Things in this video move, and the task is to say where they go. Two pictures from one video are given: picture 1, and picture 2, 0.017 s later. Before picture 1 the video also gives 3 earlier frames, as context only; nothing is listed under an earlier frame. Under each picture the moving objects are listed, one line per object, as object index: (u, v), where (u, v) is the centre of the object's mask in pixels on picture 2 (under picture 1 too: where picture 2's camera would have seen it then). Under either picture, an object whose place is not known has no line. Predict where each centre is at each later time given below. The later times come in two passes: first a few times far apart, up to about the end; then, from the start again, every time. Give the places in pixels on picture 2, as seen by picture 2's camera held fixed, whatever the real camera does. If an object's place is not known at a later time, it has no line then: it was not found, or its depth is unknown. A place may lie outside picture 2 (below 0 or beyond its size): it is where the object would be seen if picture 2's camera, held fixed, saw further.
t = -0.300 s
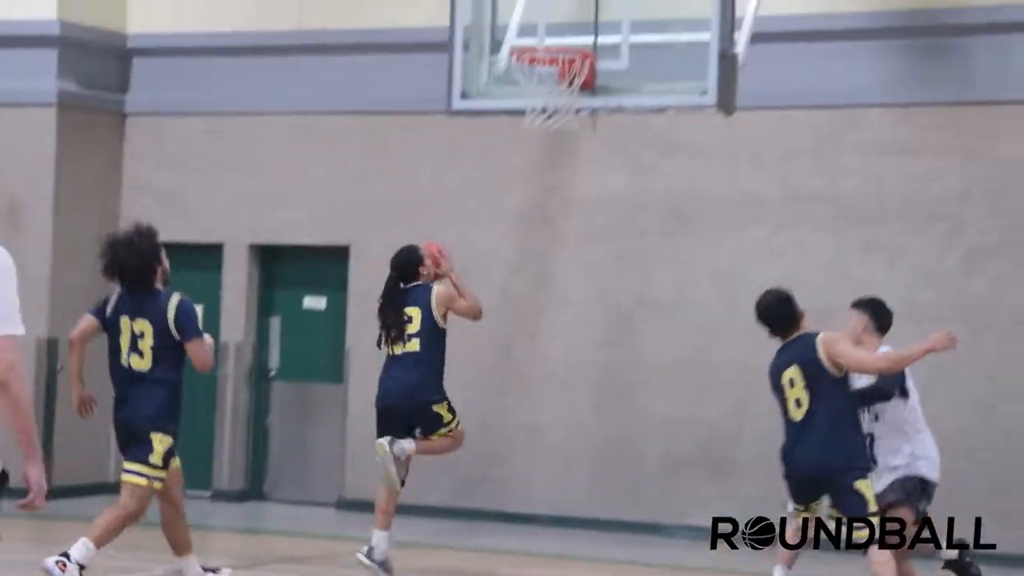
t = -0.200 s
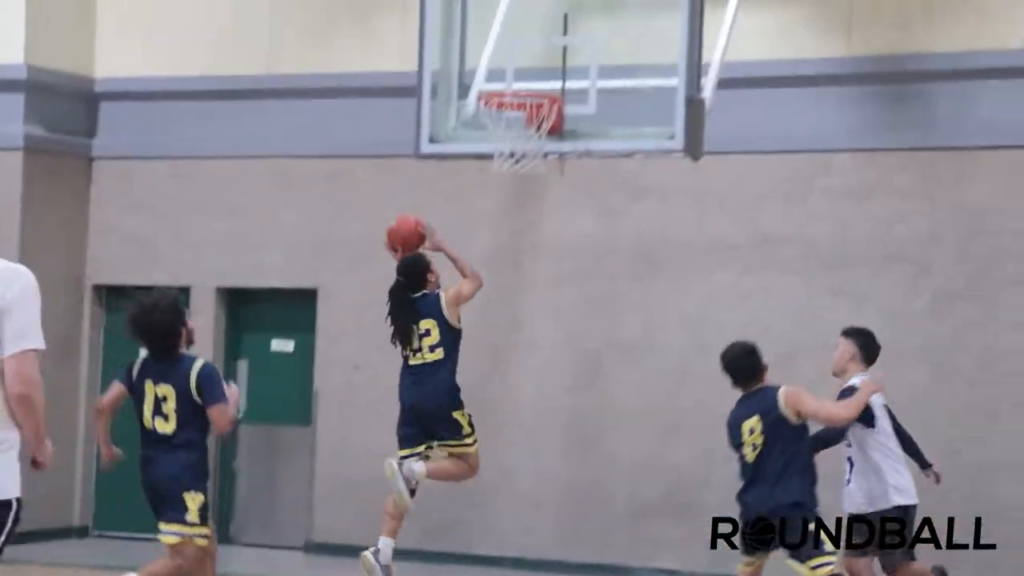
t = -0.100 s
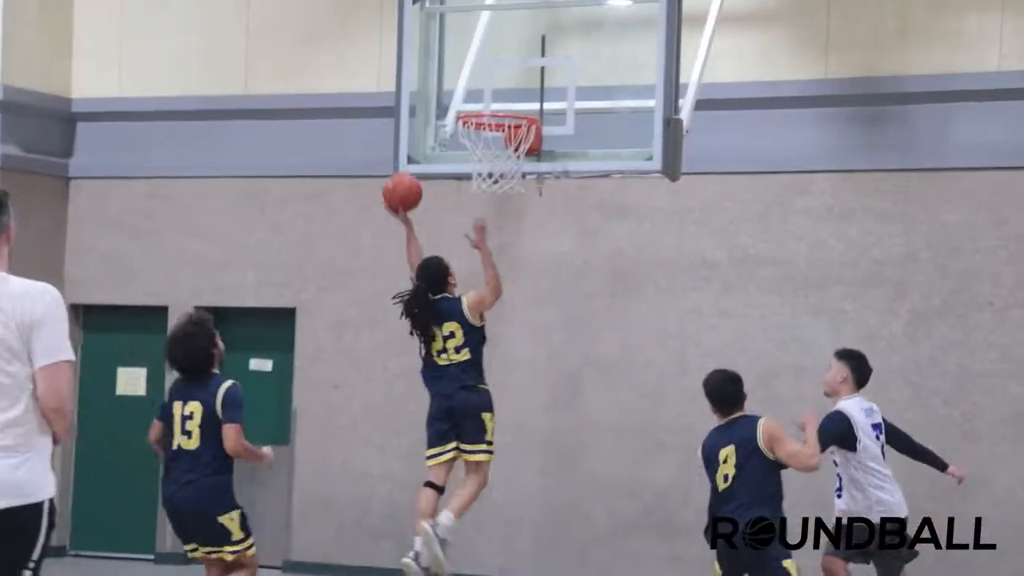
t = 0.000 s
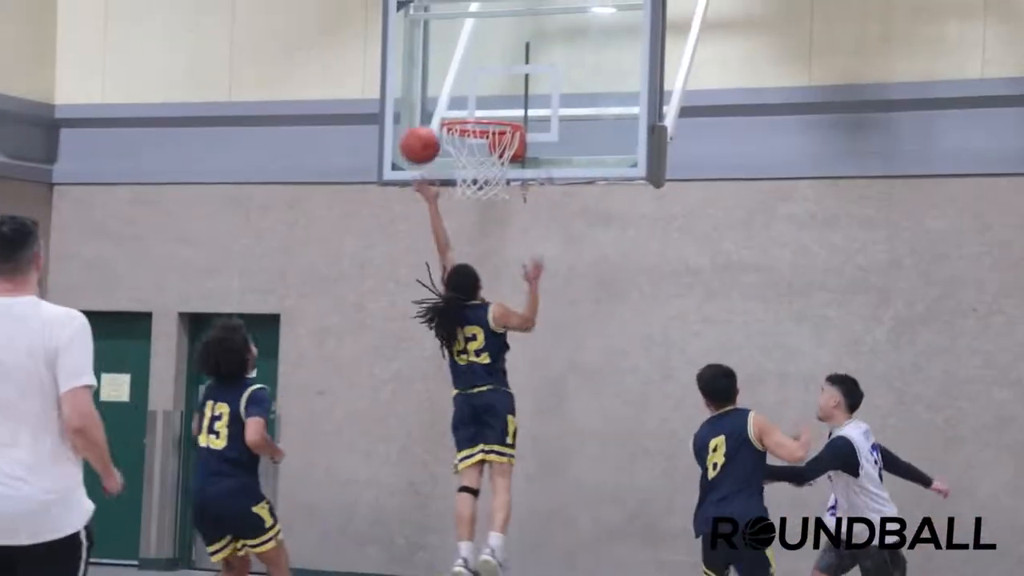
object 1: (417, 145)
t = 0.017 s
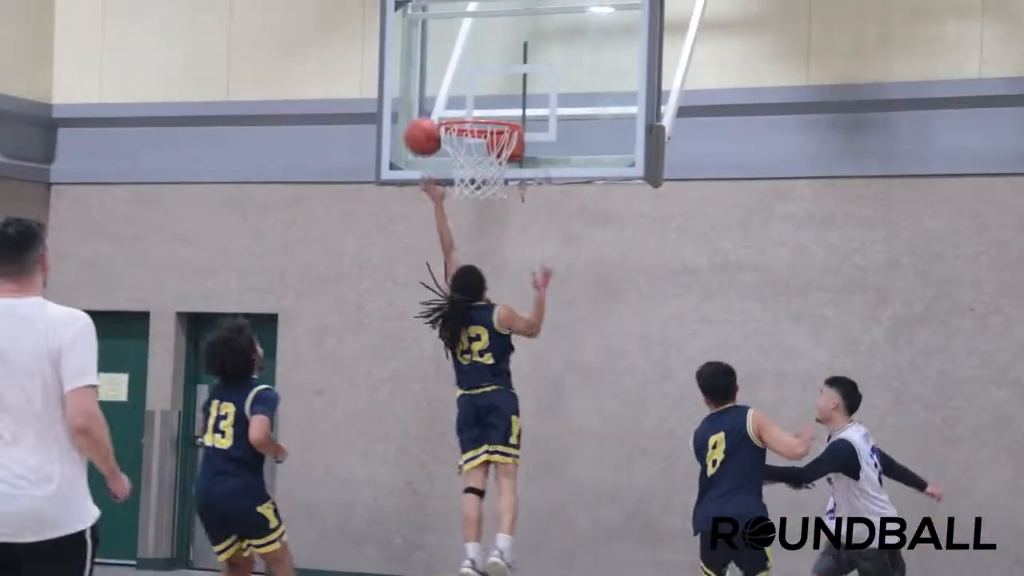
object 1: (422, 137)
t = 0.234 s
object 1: (468, 88)
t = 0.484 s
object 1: (476, 141)
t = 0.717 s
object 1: (478, 250)
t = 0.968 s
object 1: (475, 464)
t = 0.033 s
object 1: (426, 130)
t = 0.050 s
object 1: (432, 120)
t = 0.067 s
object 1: (440, 112)
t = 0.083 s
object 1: (448, 106)
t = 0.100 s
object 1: (454, 103)
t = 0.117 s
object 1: (460, 98)
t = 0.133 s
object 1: (462, 95)
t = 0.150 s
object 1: (463, 93)
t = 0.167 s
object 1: (465, 90)
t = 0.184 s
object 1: (466, 89)
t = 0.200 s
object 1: (466, 88)
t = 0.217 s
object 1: (467, 88)
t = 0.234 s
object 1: (468, 88)
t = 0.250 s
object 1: (468, 88)
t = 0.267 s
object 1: (469, 89)
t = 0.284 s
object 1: (470, 90)
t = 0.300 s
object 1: (471, 91)
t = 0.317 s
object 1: (471, 94)
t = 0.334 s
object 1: (472, 96)
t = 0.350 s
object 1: (473, 99)
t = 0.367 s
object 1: (474, 102)
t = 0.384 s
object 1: (475, 104)
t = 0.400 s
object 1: (475, 107)
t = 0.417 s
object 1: (476, 109)
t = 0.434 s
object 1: (475, 121)
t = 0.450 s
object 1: (475, 127)
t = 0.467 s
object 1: (474, 137)
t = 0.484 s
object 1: (476, 141)
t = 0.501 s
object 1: (476, 145)
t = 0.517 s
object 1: (477, 151)
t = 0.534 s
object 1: (477, 159)
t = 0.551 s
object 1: (478, 167)
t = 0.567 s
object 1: (479, 173)
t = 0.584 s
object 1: (478, 180)
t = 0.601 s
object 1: (479, 190)
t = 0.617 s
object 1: (478, 198)
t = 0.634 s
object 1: (478, 203)
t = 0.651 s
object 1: (478, 211)
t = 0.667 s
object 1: (478, 220)
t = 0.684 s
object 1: (478, 230)
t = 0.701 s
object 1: (478, 240)
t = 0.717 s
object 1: (478, 250)
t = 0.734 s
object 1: (478, 261)
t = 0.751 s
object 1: (478, 272)
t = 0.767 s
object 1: (478, 284)
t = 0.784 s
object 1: (478, 296)
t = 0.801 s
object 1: (477, 310)
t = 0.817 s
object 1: (477, 322)
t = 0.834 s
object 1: (477, 336)
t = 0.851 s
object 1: (477, 350)
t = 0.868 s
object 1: (476, 365)
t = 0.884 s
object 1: (476, 380)
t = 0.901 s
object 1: (476, 396)
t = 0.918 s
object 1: (476, 413)
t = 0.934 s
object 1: (475, 429)
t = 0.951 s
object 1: (475, 447)
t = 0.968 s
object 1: (475, 464)
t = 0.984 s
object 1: (474, 482)
